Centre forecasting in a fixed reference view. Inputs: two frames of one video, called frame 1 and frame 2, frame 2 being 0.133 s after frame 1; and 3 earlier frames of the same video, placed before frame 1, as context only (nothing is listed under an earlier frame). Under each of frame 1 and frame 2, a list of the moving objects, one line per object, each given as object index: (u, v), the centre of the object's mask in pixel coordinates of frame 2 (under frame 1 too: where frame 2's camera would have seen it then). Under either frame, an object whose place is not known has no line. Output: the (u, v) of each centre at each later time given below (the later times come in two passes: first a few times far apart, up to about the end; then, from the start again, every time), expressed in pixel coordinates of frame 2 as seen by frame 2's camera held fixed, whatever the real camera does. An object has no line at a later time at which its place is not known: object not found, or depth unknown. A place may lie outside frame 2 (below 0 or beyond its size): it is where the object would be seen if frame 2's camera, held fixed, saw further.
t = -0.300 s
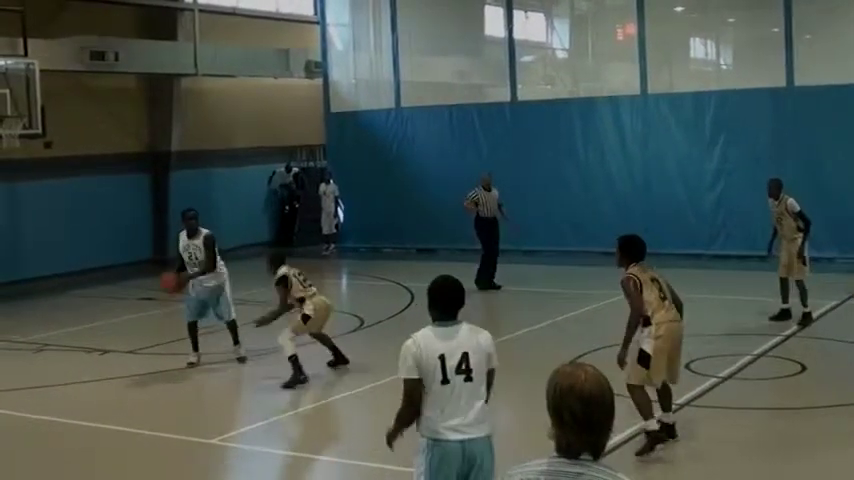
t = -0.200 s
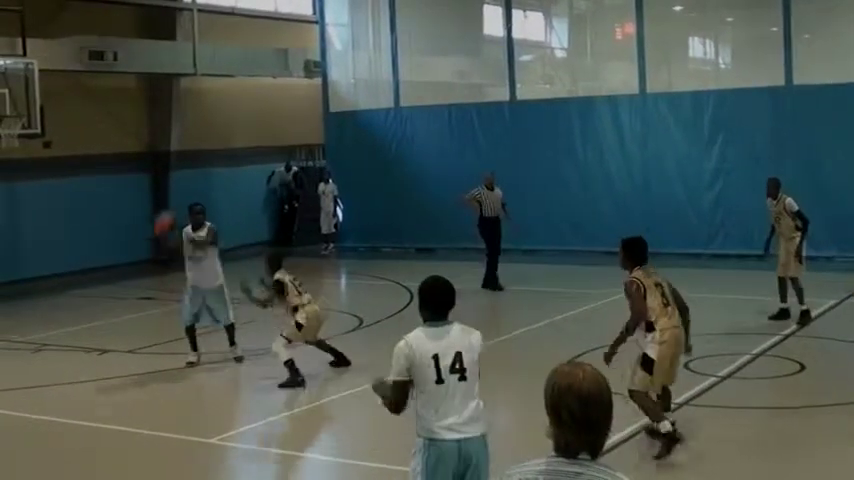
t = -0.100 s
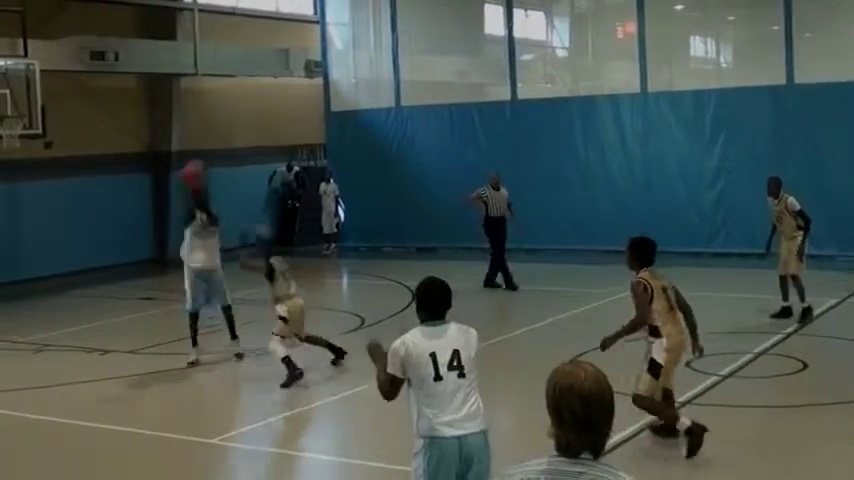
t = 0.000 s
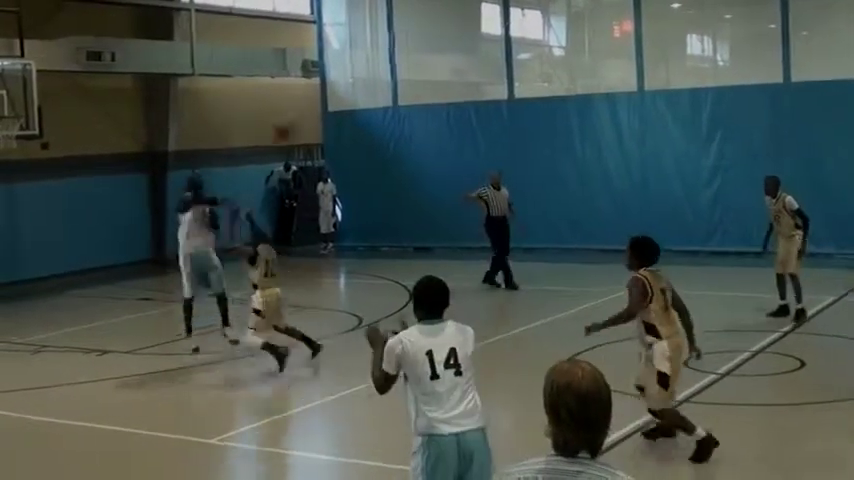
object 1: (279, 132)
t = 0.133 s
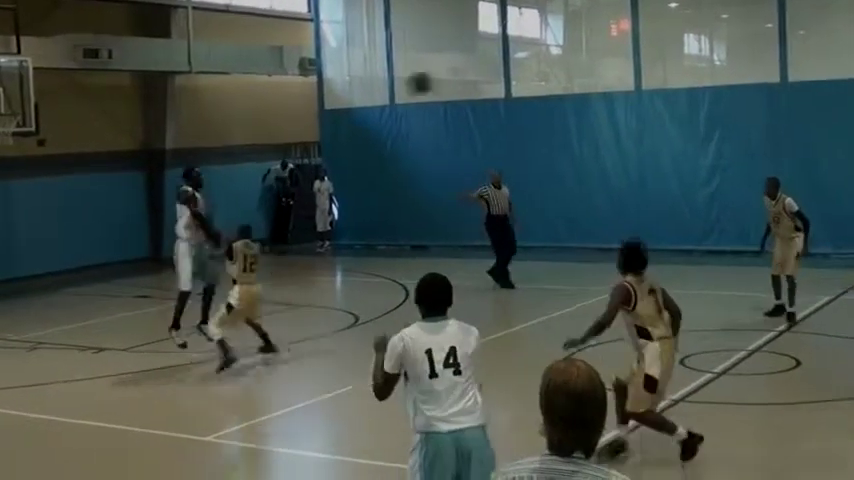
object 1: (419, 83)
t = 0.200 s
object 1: (493, 65)
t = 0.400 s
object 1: (727, 33)
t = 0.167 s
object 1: (456, 73)
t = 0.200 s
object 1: (493, 65)
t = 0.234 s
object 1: (535, 56)
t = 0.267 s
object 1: (572, 50)
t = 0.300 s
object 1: (610, 44)
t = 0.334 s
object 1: (650, 39)
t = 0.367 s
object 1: (688, 34)
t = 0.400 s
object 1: (727, 33)
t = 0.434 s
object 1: (768, 33)
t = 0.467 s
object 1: (804, 32)
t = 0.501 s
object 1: (843, 33)
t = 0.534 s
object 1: (878, 36)
